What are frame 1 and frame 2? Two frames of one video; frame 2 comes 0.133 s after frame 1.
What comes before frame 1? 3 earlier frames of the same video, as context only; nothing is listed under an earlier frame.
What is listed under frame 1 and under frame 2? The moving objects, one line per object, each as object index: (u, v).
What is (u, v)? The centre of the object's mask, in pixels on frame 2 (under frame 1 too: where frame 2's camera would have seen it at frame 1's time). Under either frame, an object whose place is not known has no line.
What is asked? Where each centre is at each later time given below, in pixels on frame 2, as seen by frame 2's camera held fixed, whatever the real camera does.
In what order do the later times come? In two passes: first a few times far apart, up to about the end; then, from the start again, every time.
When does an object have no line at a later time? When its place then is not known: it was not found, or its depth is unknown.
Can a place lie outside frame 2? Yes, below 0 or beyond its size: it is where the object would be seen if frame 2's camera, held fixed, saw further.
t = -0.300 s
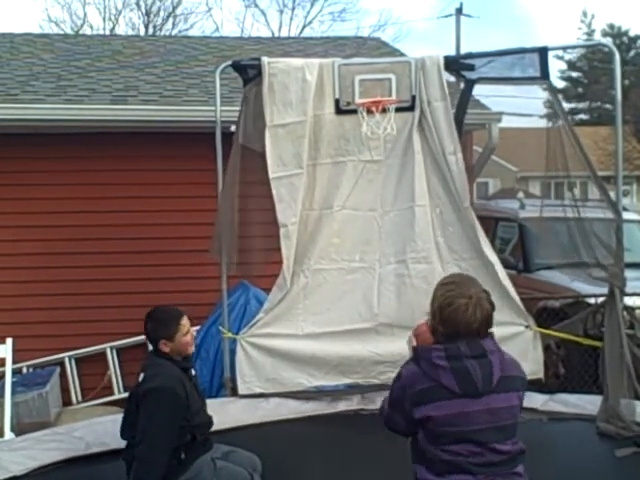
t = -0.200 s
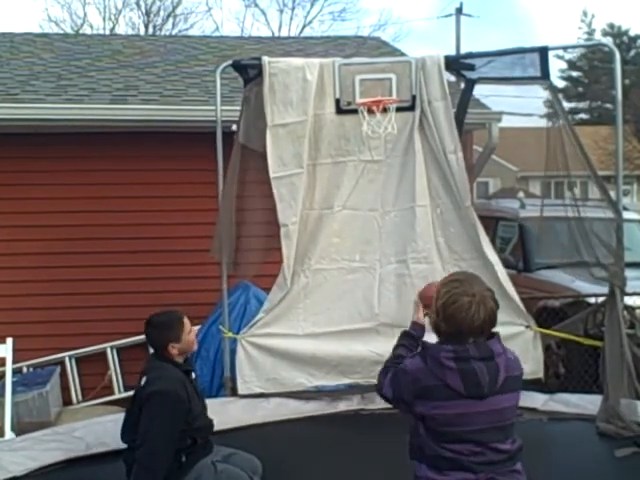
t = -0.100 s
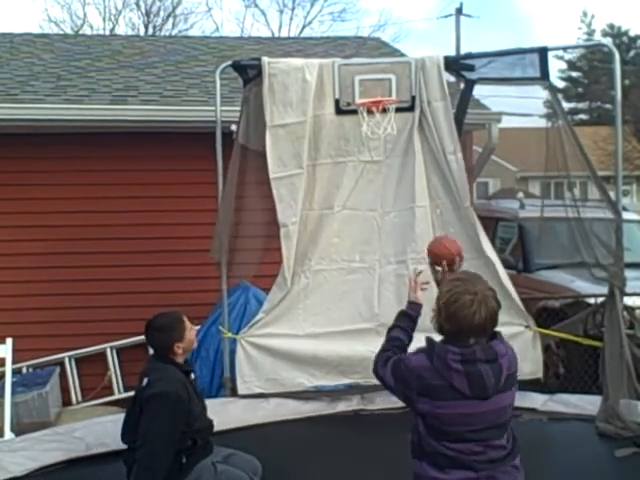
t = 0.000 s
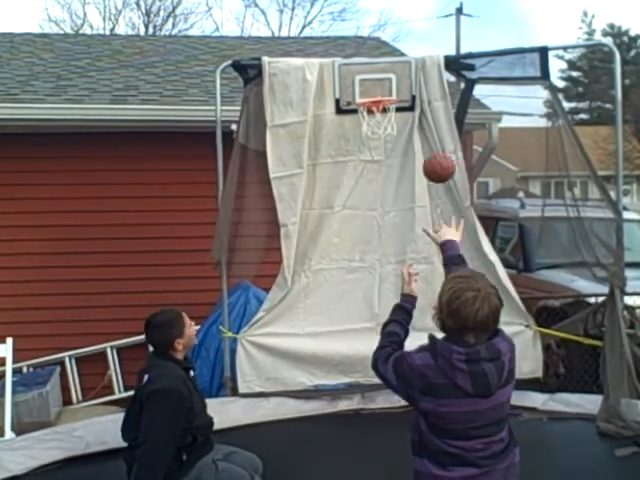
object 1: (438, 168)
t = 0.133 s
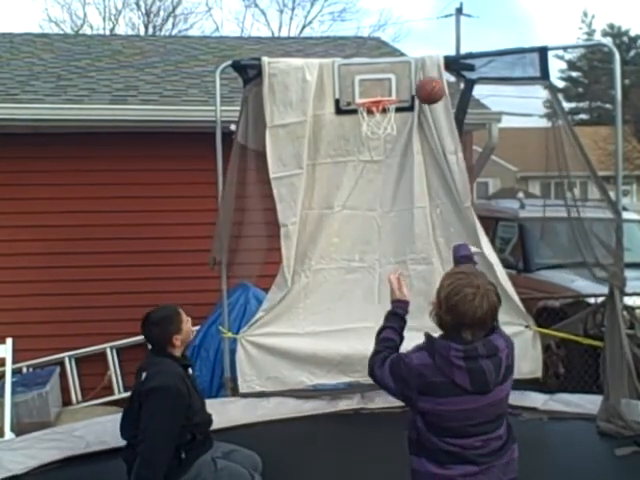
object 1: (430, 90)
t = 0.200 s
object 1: (426, 70)
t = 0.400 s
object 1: (416, 70)
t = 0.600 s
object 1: (410, 136)
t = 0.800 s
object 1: (393, 239)
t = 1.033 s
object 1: (370, 394)
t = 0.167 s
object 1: (427, 79)
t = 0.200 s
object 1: (426, 70)
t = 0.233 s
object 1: (423, 64)
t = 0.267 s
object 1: (422, 61)
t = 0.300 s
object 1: (420, 60)
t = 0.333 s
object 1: (419, 61)
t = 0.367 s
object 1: (418, 64)
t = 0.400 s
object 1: (416, 70)
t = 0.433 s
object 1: (415, 77)
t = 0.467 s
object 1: (414, 85)
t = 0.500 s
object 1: (413, 96)
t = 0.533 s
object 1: (412, 109)
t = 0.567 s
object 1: (412, 123)
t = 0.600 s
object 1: (410, 136)
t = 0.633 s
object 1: (408, 149)
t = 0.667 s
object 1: (404, 163)
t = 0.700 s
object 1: (402, 179)
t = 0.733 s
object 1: (399, 197)
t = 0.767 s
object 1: (396, 218)
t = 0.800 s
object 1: (393, 239)
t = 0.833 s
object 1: (390, 261)
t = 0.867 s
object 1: (386, 286)
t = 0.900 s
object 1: (383, 308)
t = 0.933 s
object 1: (380, 329)
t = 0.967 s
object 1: (377, 350)
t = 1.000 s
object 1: (374, 371)
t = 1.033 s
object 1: (370, 394)
